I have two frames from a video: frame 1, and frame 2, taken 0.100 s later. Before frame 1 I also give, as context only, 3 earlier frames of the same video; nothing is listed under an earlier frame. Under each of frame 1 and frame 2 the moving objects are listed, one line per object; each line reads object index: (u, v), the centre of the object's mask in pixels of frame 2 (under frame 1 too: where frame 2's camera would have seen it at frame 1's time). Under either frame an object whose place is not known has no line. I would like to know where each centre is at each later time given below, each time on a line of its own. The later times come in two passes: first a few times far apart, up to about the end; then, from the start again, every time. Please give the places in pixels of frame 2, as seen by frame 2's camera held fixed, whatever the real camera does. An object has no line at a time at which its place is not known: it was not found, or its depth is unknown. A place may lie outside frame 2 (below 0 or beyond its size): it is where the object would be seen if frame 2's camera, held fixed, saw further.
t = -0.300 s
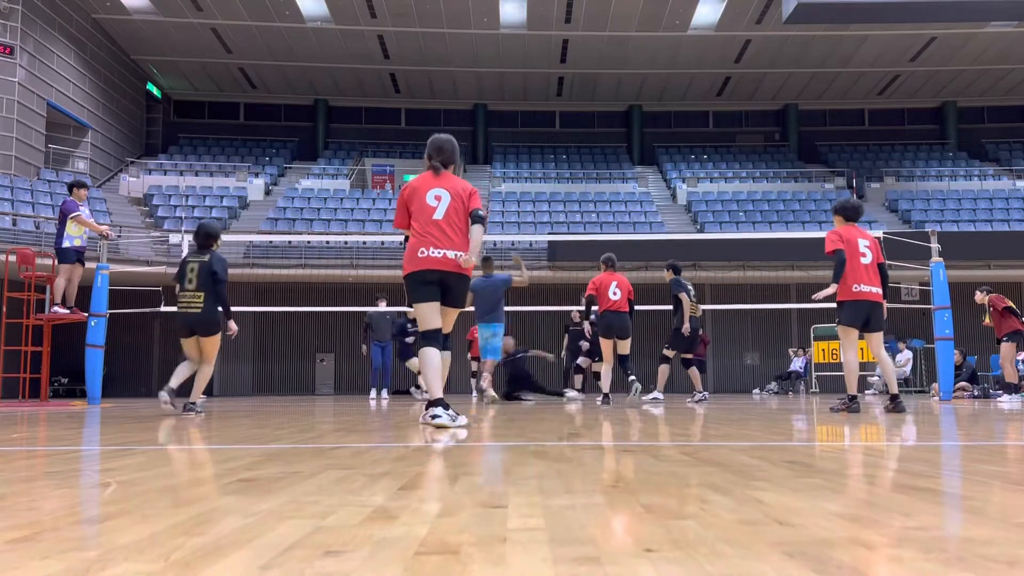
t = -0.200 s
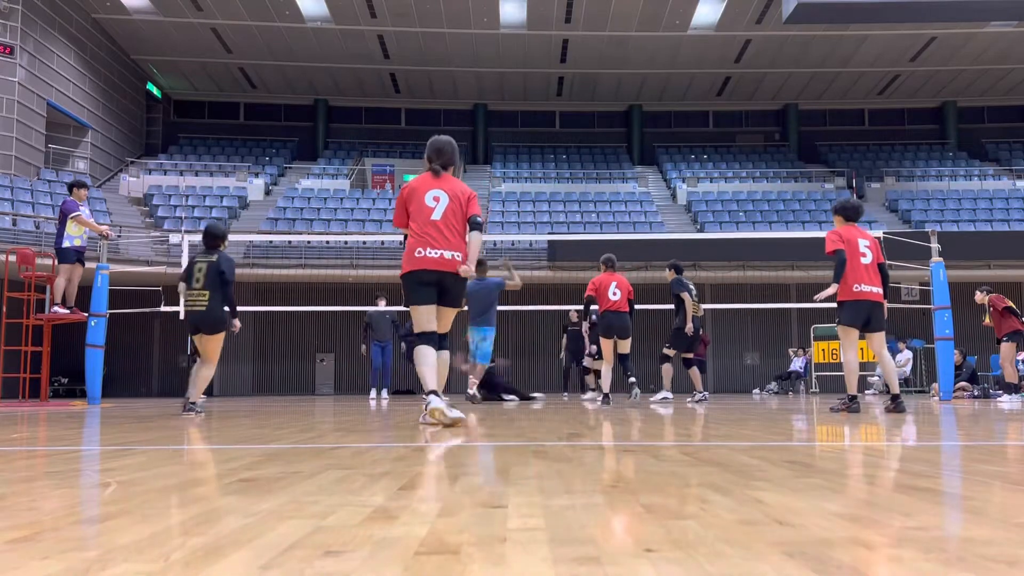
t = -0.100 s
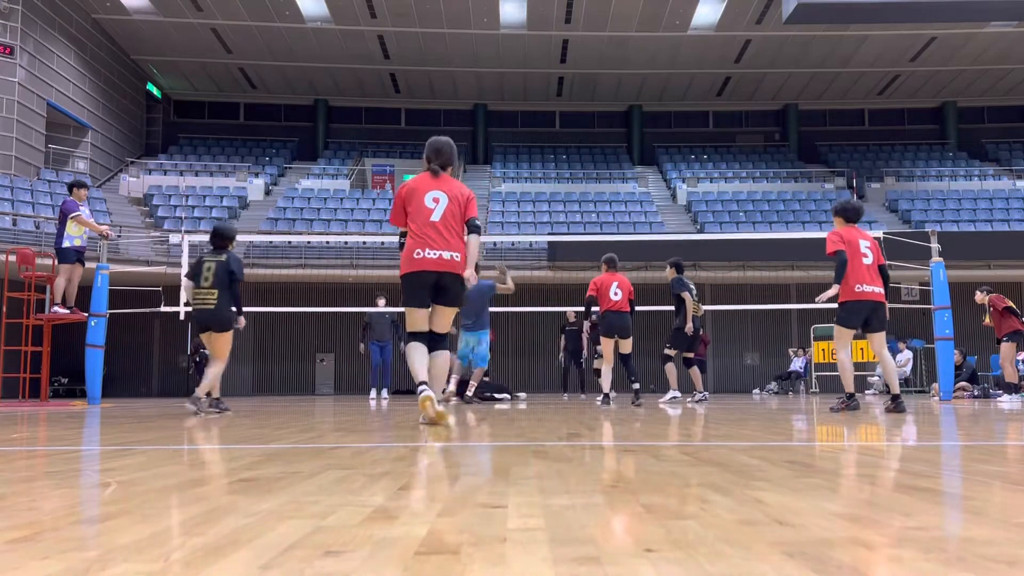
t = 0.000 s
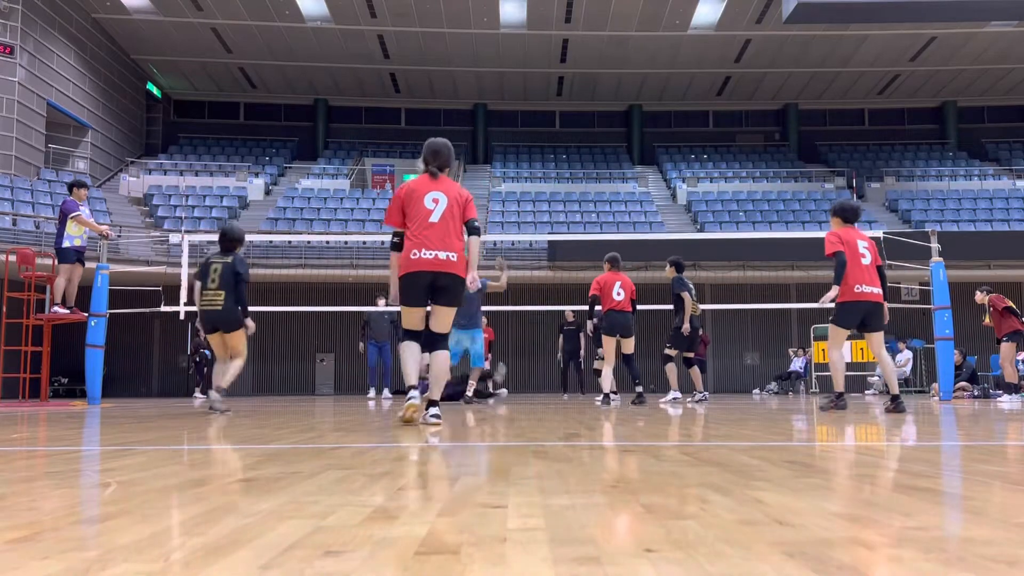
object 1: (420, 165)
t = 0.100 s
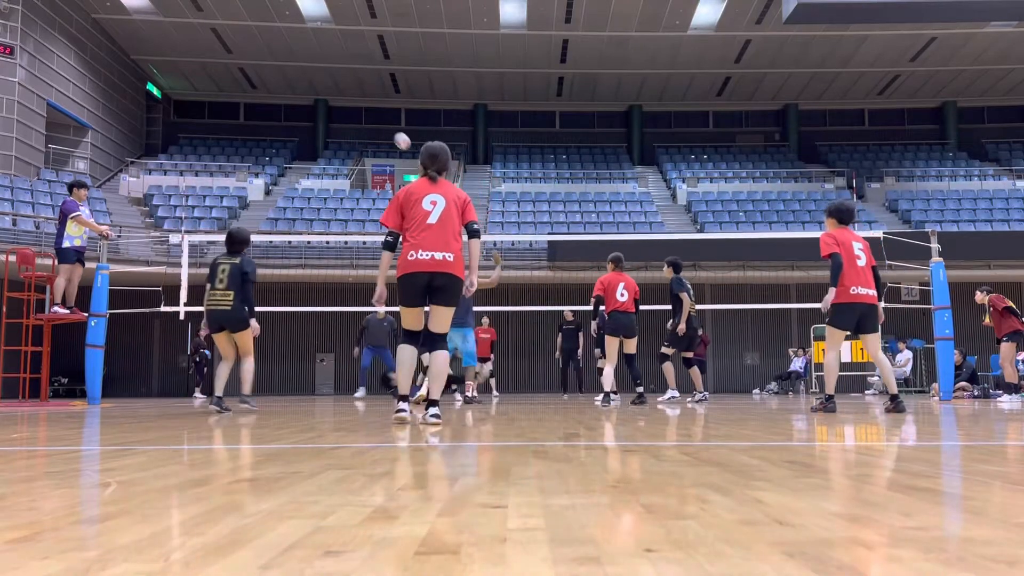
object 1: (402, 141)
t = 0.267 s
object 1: (367, 114)
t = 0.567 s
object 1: (308, 109)
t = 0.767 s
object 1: (273, 137)
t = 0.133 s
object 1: (395, 134)
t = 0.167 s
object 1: (387, 128)
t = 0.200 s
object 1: (381, 122)
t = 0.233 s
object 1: (374, 117)
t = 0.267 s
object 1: (367, 114)
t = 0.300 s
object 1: (360, 110)
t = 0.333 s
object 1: (353, 108)
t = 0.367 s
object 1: (347, 106)
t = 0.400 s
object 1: (340, 104)
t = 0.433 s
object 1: (334, 104)
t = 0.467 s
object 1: (327, 104)
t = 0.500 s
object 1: (321, 105)
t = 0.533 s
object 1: (315, 107)
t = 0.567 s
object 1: (308, 109)
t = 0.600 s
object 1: (303, 112)
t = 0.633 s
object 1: (296, 116)
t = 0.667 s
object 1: (290, 120)
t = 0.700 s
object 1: (285, 125)
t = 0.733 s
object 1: (279, 130)
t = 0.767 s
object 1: (273, 137)
